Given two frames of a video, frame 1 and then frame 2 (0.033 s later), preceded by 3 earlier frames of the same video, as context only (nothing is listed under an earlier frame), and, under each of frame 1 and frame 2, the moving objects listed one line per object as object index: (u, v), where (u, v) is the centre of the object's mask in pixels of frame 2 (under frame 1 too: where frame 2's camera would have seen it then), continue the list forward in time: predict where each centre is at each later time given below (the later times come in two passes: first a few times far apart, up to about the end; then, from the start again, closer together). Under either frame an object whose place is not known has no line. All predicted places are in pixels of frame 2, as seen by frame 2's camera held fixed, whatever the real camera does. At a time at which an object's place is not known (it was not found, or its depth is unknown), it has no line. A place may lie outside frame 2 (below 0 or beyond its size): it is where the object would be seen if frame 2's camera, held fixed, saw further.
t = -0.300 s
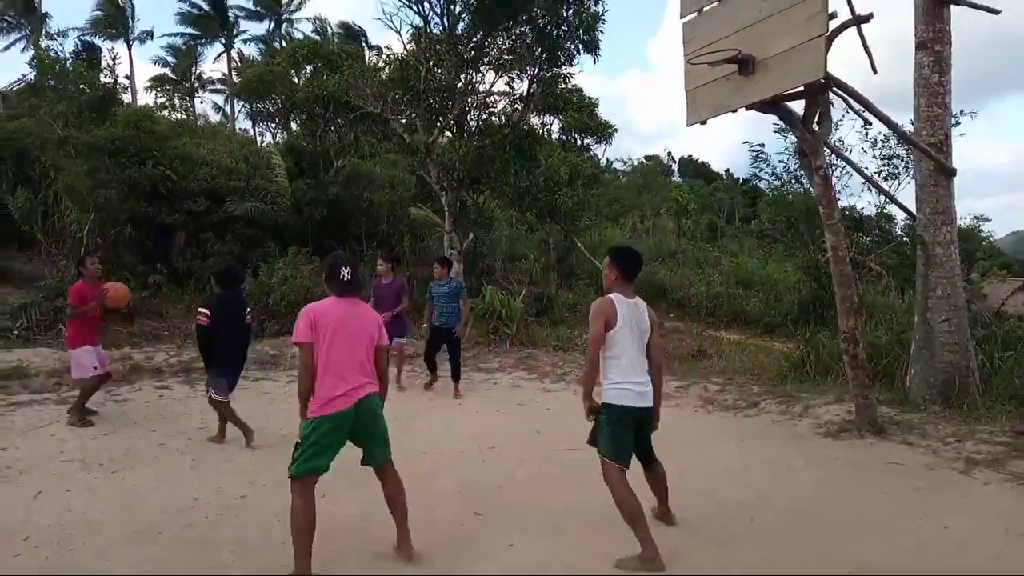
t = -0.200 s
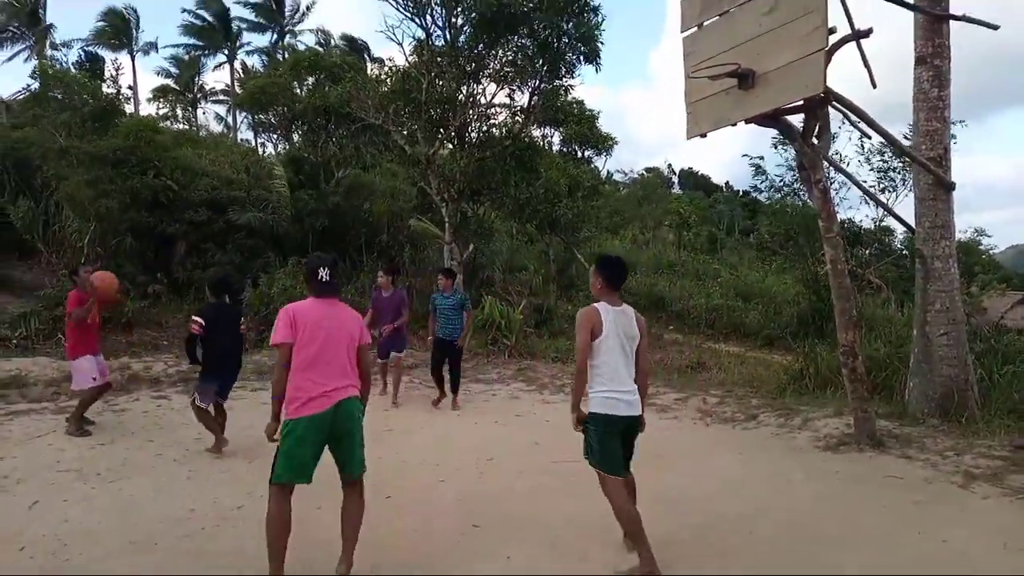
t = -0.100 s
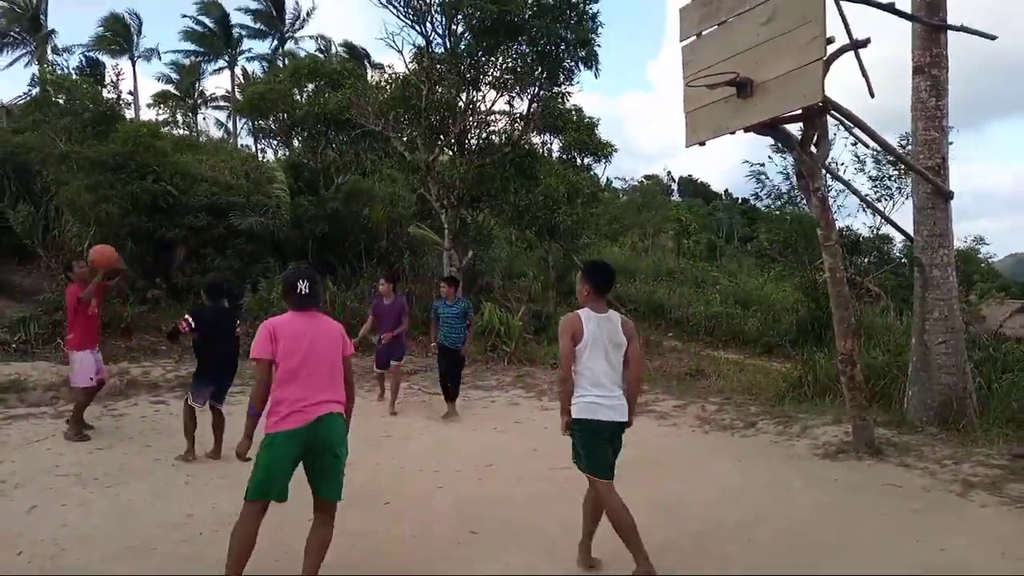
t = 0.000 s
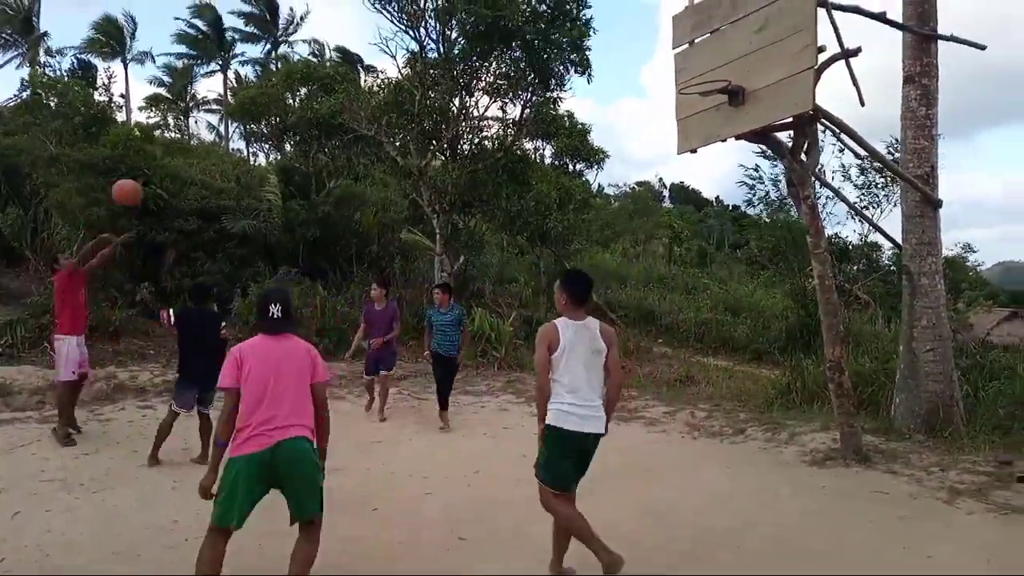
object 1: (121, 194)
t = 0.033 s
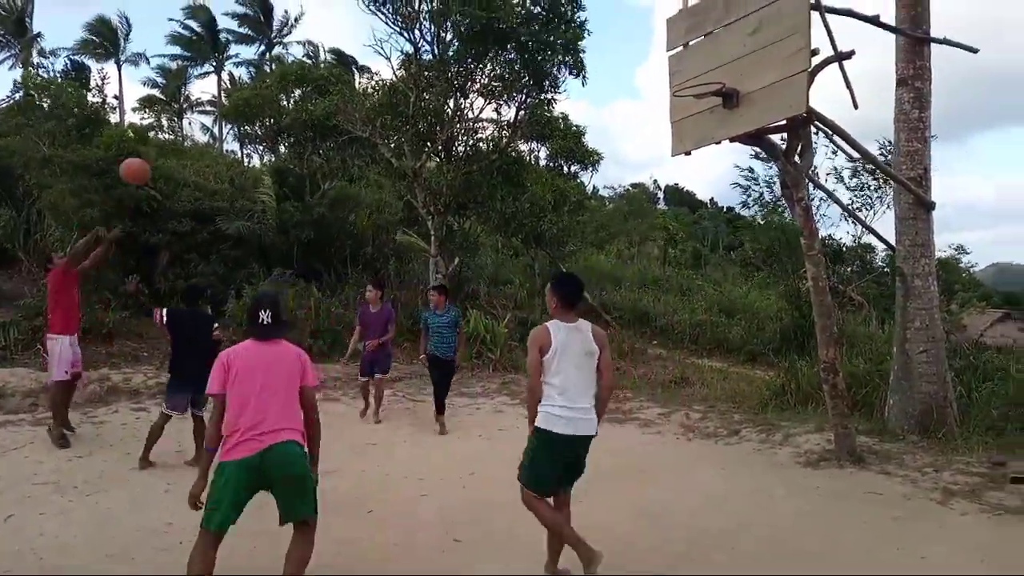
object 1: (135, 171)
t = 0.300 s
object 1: (261, 29)
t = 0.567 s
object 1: (392, -49)
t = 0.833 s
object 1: (537, -42)
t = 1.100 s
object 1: (701, 64)
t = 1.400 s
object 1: (652, 78)
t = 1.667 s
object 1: (603, 173)
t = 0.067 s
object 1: (150, 150)
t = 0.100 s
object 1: (165, 129)
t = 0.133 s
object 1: (180, 109)
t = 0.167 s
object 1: (196, 90)
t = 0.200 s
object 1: (212, 72)
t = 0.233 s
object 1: (227, 58)
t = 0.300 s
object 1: (261, 29)
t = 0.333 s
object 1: (279, 14)
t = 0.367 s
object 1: (294, 4)
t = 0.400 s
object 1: (312, -9)
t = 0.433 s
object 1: (331, -18)
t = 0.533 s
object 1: (377, -41)
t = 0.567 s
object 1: (392, -49)
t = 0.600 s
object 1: (409, -53)
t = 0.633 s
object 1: (427, -54)
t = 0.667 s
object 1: (445, -54)
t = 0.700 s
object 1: (462, -54)
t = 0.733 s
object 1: (481, -54)
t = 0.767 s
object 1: (500, -53)
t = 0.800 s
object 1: (518, -48)
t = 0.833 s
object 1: (537, -42)
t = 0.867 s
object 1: (555, -35)
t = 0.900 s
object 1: (576, -25)
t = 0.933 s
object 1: (598, -15)
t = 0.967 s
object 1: (619, -5)
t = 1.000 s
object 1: (639, 9)
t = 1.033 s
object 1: (659, 26)
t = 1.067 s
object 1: (680, 45)
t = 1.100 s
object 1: (701, 64)
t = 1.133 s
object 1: (708, 75)
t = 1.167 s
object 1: (702, 69)
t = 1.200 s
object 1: (694, 66)
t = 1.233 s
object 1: (687, 65)
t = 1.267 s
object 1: (680, 65)
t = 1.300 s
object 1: (672, 67)
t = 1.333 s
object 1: (666, 69)
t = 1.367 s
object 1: (659, 73)
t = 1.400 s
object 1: (652, 78)
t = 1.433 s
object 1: (646, 85)
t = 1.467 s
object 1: (640, 94)
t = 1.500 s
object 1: (634, 104)
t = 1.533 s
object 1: (629, 115)
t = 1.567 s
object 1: (623, 126)
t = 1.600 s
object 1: (616, 140)
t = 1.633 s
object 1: (609, 156)
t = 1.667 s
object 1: (603, 173)
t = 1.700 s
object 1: (599, 190)
